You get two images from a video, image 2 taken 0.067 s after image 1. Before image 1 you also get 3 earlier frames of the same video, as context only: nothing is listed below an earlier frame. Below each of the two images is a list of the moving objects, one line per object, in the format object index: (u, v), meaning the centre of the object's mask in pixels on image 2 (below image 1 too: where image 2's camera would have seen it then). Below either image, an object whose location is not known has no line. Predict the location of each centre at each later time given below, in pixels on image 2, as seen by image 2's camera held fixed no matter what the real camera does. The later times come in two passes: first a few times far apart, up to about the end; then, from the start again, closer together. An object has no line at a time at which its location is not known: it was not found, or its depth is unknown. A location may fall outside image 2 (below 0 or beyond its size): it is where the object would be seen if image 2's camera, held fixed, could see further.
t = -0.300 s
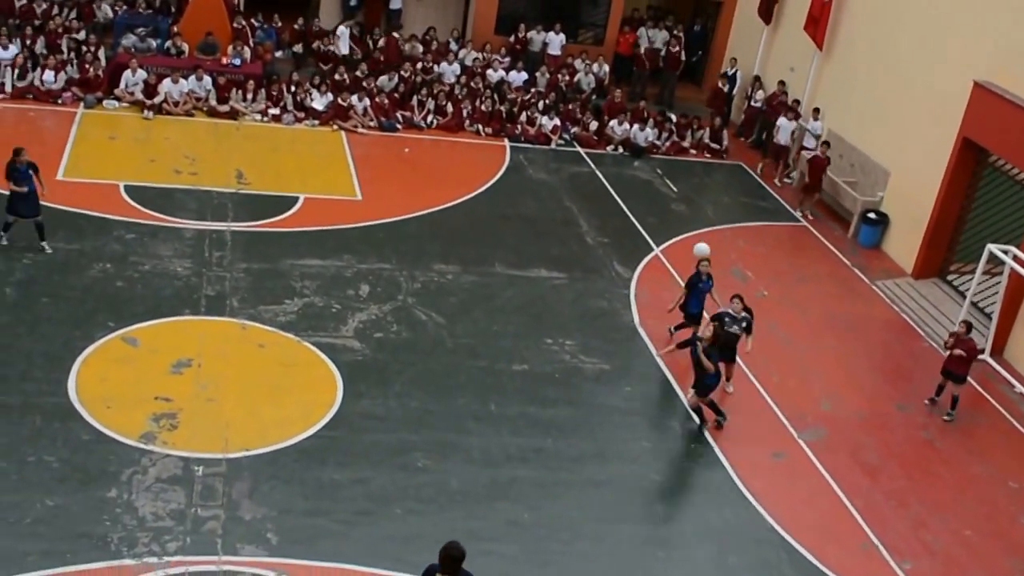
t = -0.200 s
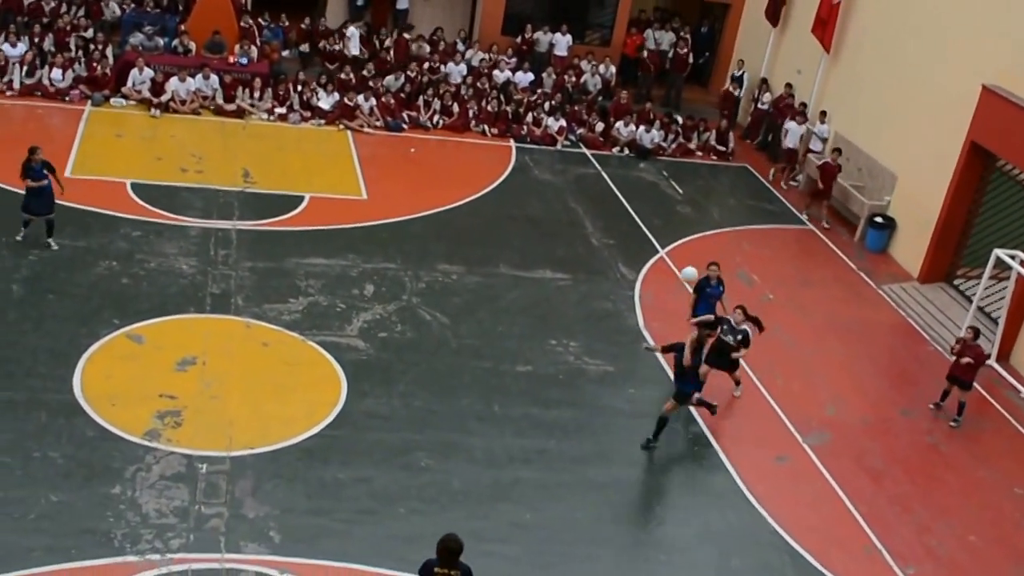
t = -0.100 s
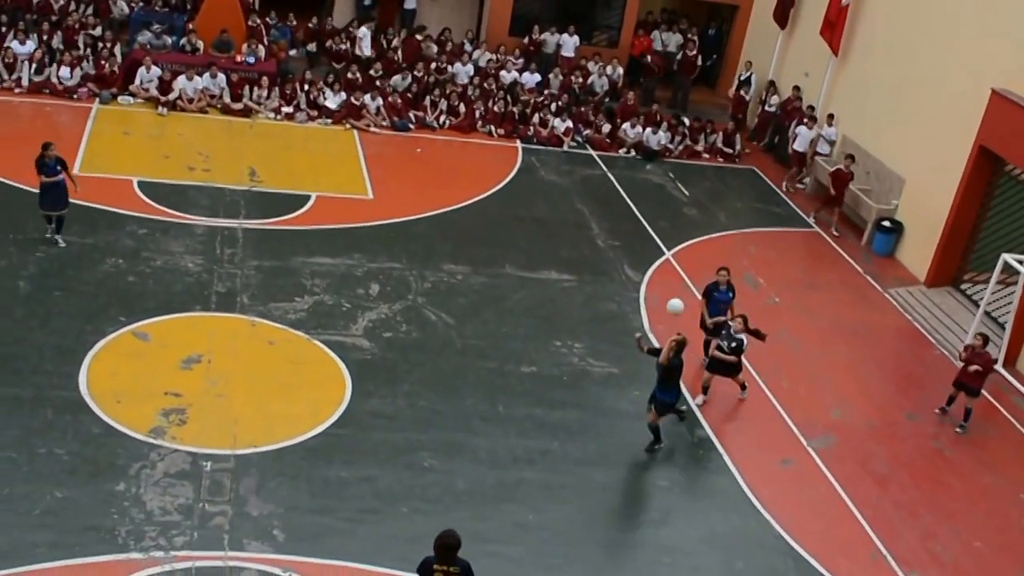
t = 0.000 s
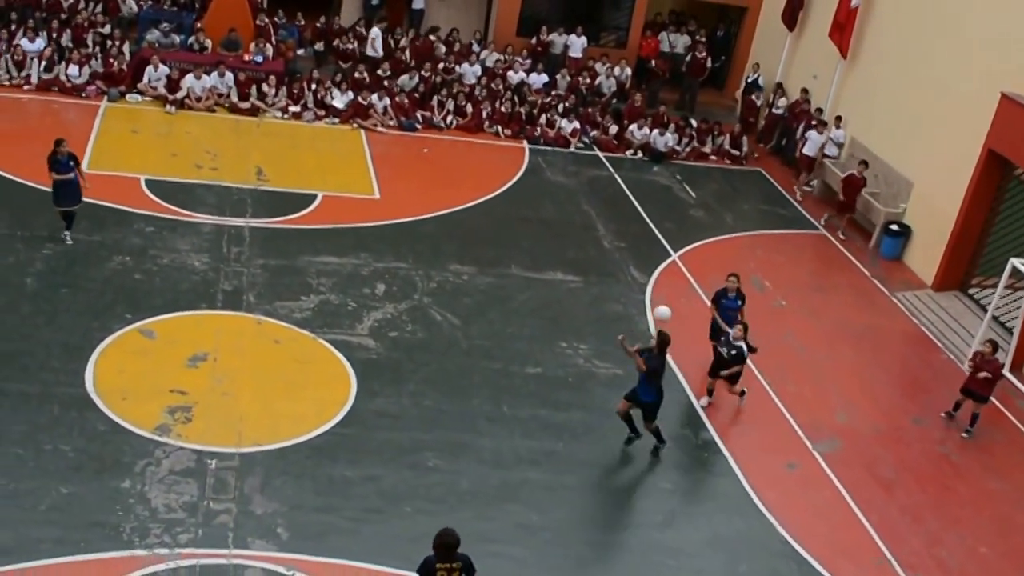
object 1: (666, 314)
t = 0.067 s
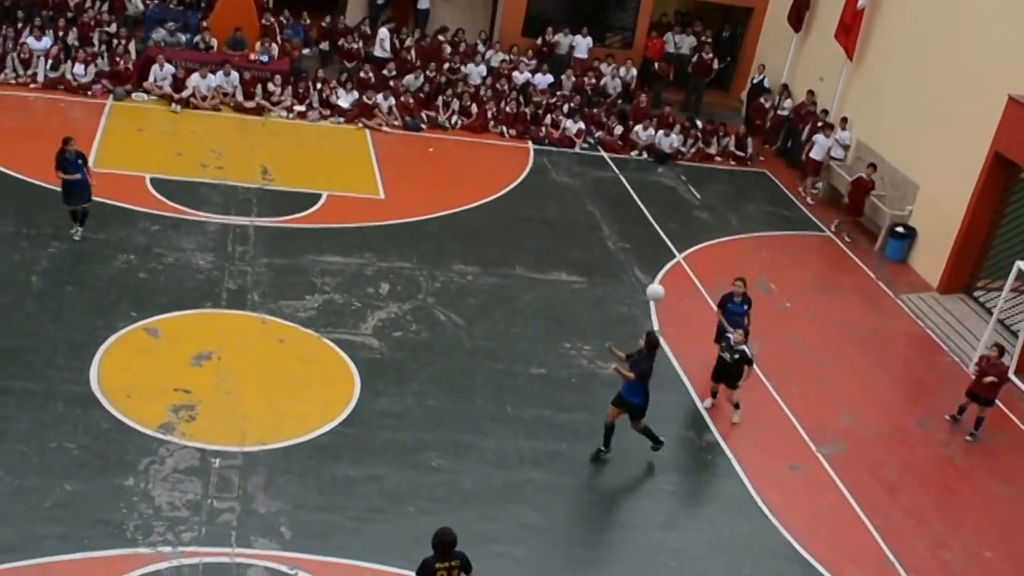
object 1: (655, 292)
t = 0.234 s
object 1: (624, 249)
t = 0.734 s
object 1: (497, 251)
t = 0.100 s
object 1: (649, 281)
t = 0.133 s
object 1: (643, 273)
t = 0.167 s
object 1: (637, 264)
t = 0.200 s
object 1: (630, 256)
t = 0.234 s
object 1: (624, 249)
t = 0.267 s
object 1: (616, 243)
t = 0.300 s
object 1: (609, 238)
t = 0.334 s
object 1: (601, 234)
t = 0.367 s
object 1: (593, 231)
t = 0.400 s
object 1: (585, 228)
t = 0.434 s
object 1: (577, 227)
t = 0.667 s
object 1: (515, 240)
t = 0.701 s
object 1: (507, 245)
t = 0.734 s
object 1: (497, 251)
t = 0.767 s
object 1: (488, 258)
